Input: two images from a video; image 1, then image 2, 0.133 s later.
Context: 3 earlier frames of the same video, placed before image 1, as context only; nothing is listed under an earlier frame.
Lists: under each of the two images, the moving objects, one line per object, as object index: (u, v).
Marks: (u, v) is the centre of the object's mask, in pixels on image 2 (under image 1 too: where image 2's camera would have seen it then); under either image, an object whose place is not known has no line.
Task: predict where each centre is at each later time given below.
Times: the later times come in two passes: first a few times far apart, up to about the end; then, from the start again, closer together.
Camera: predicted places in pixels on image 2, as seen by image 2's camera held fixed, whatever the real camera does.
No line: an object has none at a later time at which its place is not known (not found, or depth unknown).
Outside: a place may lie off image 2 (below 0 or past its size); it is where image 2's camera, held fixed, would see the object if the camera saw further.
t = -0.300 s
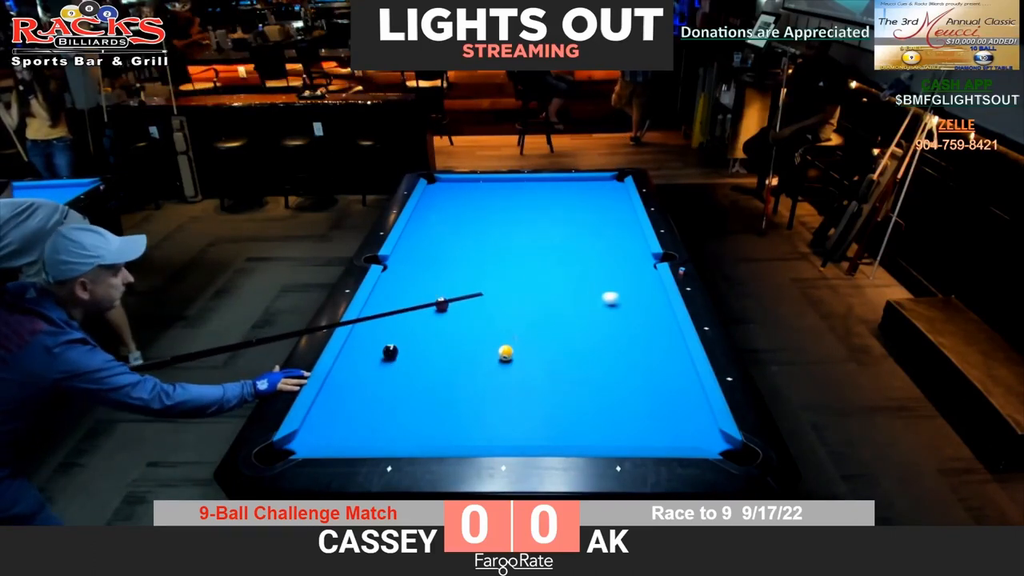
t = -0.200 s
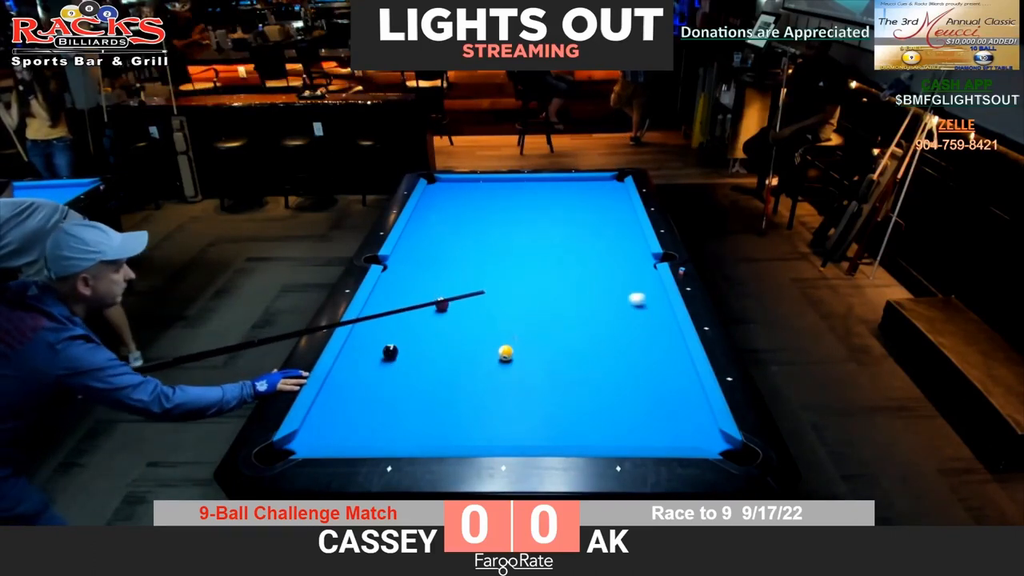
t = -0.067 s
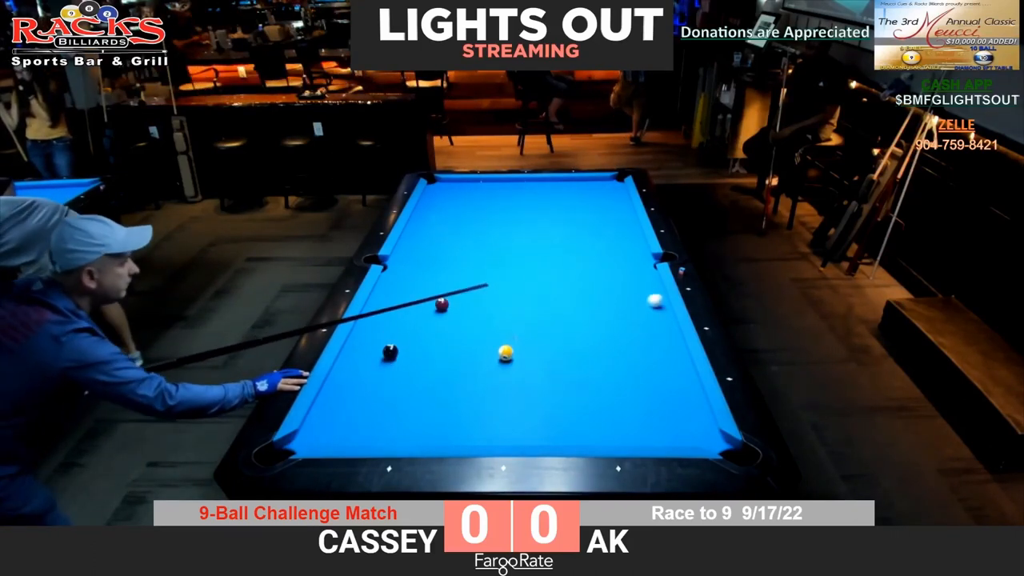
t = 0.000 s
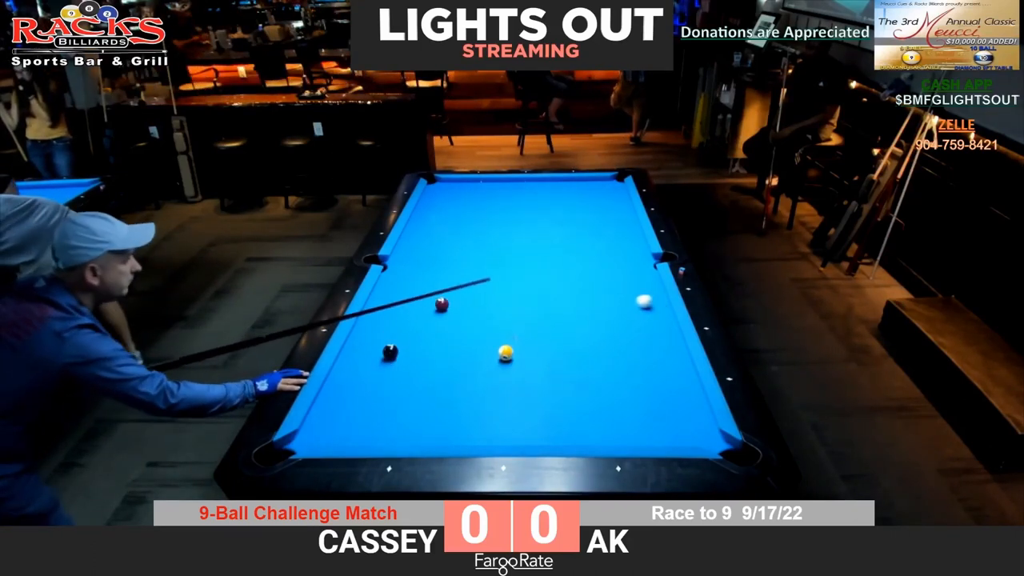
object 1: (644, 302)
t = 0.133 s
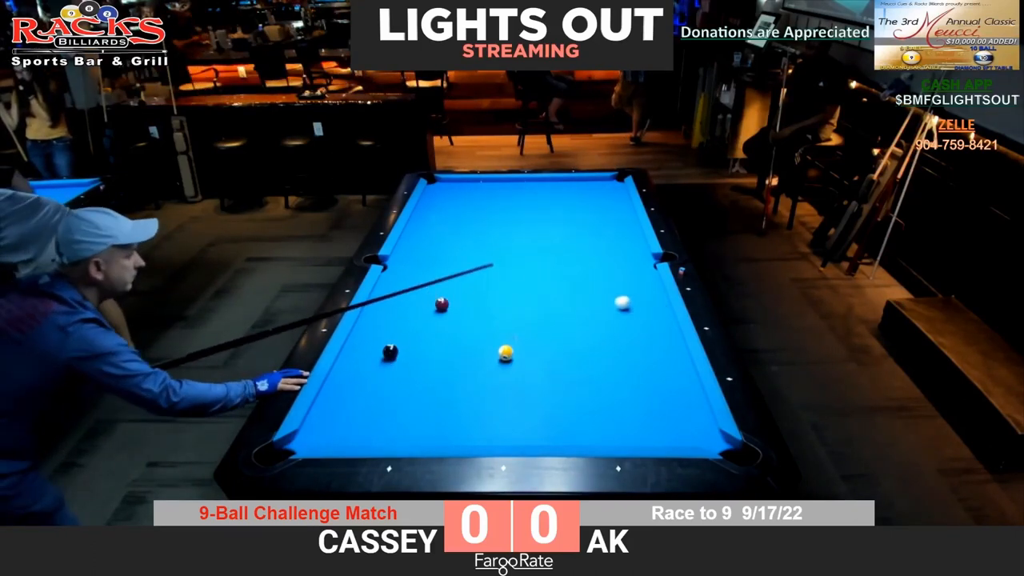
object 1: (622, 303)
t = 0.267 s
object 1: (601, 304)
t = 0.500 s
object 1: (564, 307)
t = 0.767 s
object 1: (524, 309)
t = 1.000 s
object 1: (490, 312)
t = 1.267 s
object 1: (452, 315)
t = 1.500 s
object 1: (419, 317)
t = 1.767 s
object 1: (382, 319)
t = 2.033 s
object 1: (372, 321)
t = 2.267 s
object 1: (391, 322)
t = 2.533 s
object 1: (410, 323)
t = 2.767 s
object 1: (426, 323)
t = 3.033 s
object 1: (443, 324)
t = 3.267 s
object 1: (457, 325)
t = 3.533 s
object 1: (471, 325)
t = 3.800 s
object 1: (484, 326)
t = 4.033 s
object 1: (493, 327)
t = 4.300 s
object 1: (503, 327)
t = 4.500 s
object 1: (509, 327)
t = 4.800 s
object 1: (516, 328)
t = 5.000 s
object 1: (520, 328)
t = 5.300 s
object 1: (525, 328)
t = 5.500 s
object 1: (527, 327)
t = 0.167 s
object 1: (617, 303)
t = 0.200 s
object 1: (612, 304)
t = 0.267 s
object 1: (601, 304)
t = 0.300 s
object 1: (596, 305)
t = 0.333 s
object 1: (591, 305)
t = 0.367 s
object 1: (585, 306)
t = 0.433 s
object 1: (575, 306)
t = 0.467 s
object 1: (570, 307)
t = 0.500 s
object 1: (564, 307)
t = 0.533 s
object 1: (559, 307)
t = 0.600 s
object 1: (549, 308)
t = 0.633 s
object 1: (544, 308)
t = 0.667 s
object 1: (539, 308)
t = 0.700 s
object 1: (534, 309)
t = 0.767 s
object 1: (524, 309)
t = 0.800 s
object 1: (519, 310)
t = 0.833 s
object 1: (514, 310)
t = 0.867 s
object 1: (509, 311)
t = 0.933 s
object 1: (500, 311)
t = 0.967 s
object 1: (495, 312)
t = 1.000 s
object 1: (490, 312)
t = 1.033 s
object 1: (485, 312)
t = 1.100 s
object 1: (476, 313)
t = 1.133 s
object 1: (471, 313)
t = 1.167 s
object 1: (466, 313)
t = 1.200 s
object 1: (461, 314)
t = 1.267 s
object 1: (452, 315)
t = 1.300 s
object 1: (447, 315)
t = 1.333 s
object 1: (442, 315)
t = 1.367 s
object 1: (437, 316)
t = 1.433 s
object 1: (428, 316)
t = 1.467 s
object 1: (424, 316)
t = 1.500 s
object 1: (419, 317)
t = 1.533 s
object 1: (414, 317)
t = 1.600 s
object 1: (405, 318)
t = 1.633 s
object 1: (400, 318)
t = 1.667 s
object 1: (396, 318)
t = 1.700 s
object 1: (392, 318)
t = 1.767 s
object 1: (382, 319)
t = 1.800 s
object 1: (378, 319)
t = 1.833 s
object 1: (373, 320)
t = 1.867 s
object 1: (369, 320)
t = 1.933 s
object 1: (364, 321)
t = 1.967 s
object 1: (366, 321)
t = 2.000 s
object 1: (369, 321)
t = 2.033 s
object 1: (372, 321)
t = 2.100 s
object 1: (377, 321)
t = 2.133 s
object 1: (380, 321)
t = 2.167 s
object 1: (383, 321)
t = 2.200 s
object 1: (385, 322)
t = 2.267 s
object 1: (391, 322)
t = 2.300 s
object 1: (393, 322)
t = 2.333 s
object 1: (396, 322)
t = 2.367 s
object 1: (398, 322)
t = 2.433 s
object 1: (403, 322)
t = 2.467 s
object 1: (405, 322)
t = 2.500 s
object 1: (408, 322)
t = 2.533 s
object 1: (410, 323)
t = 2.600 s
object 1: (415, 323)
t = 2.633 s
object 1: (417, 323)
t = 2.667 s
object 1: (420, 323)
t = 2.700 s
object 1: (422, 323)
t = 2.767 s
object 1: (426, 323)
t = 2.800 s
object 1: (429, 323)
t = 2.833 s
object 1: (431, 324)
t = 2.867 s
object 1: (433, 324)
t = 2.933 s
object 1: (437, 324)
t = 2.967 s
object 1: (439, 324)
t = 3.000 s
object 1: (441, 324)
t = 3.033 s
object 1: (443, 324)
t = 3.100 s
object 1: (447, 324)
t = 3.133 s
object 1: (449, 324)
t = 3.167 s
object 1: (451, 325)
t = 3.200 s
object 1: (453, 325)
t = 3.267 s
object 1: (457, 325)
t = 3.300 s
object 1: (459, 325)
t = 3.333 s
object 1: (460, 325)
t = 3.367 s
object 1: (462, 325)
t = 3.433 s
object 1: (466, 325)
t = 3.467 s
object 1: (468, 325)
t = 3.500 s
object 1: (469, 325)
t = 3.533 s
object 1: (471, 325)
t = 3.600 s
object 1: (474, 326)
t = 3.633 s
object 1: (476, 326)
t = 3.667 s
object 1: (477, 326)
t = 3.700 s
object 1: (479, 326)
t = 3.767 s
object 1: (482, 326)
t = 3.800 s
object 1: (484, 326)
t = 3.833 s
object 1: (485, 326)
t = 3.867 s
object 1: (486, 326)
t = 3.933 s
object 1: (489, 326)
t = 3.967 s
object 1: (490, 326)
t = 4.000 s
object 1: (492, 326)
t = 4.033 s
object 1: (493, 327)
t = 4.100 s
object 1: (496, 327)
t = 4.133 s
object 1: (497, 327)
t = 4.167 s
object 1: (498, 327)
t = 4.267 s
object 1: (502, 327)
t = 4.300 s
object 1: (503, 327)
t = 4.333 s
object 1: (504, 327)
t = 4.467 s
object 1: (508, 327)
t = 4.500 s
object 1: (509, 327)
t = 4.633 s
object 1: (512, 328)
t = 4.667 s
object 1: (513, 328)
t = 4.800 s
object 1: (516, 328)
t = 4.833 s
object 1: (517, 328)
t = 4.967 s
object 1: (520, 328)
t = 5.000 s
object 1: (520, 328)
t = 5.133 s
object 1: (523, 328)
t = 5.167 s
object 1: (523, 328)
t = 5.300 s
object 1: (525, 328)
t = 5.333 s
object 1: (525, 328)
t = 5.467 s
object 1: (526, 328)
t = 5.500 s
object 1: (527, 327)
